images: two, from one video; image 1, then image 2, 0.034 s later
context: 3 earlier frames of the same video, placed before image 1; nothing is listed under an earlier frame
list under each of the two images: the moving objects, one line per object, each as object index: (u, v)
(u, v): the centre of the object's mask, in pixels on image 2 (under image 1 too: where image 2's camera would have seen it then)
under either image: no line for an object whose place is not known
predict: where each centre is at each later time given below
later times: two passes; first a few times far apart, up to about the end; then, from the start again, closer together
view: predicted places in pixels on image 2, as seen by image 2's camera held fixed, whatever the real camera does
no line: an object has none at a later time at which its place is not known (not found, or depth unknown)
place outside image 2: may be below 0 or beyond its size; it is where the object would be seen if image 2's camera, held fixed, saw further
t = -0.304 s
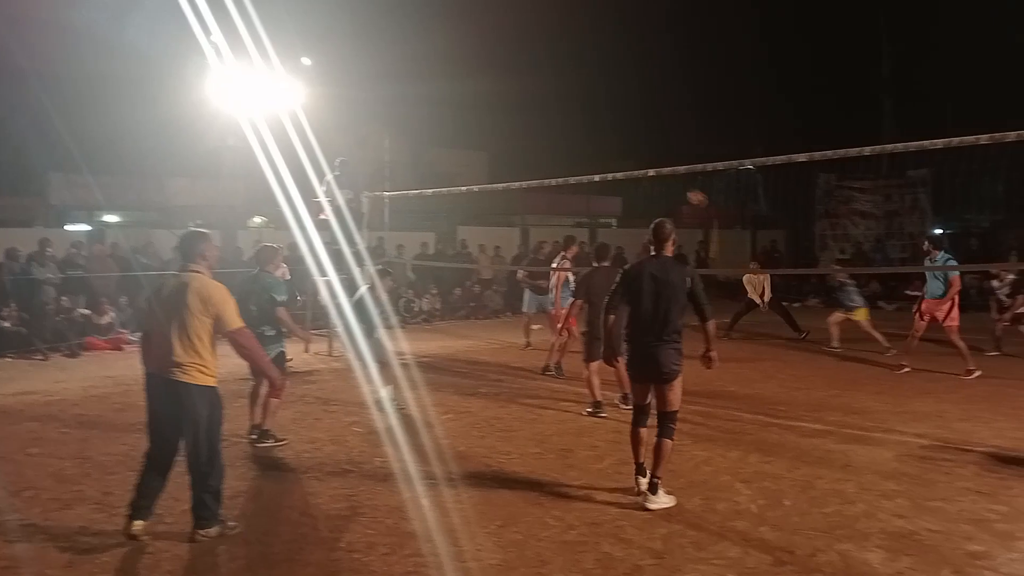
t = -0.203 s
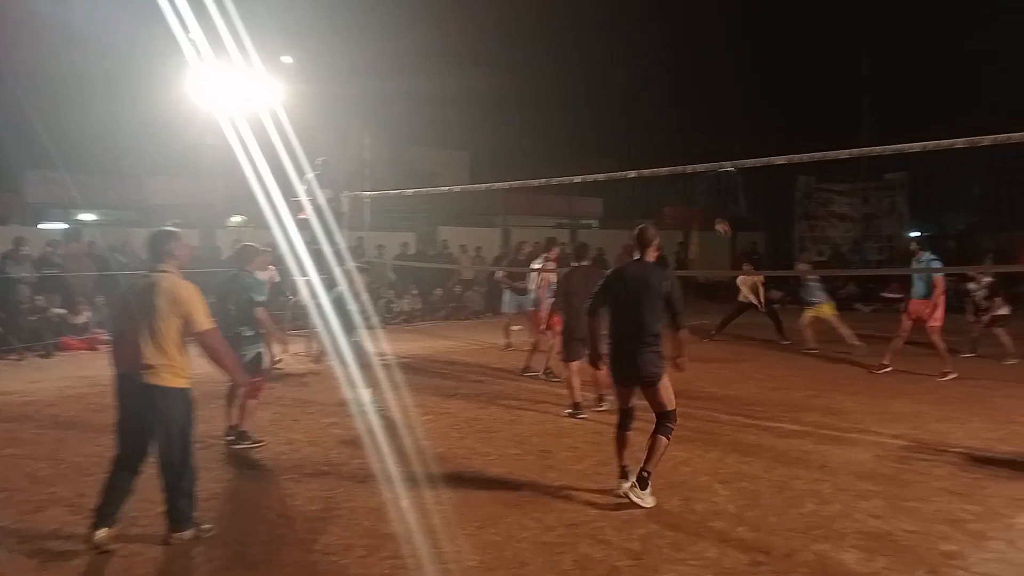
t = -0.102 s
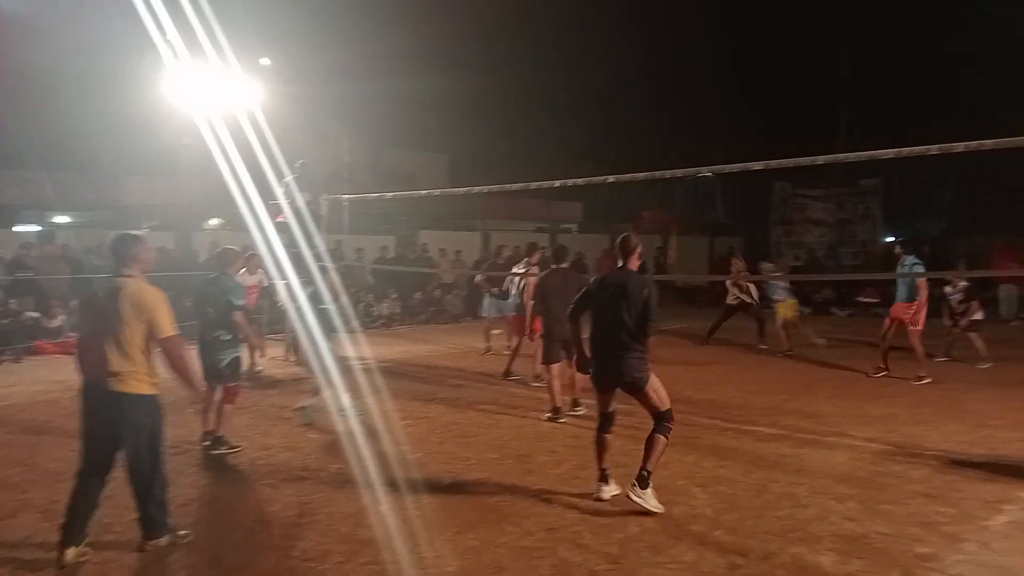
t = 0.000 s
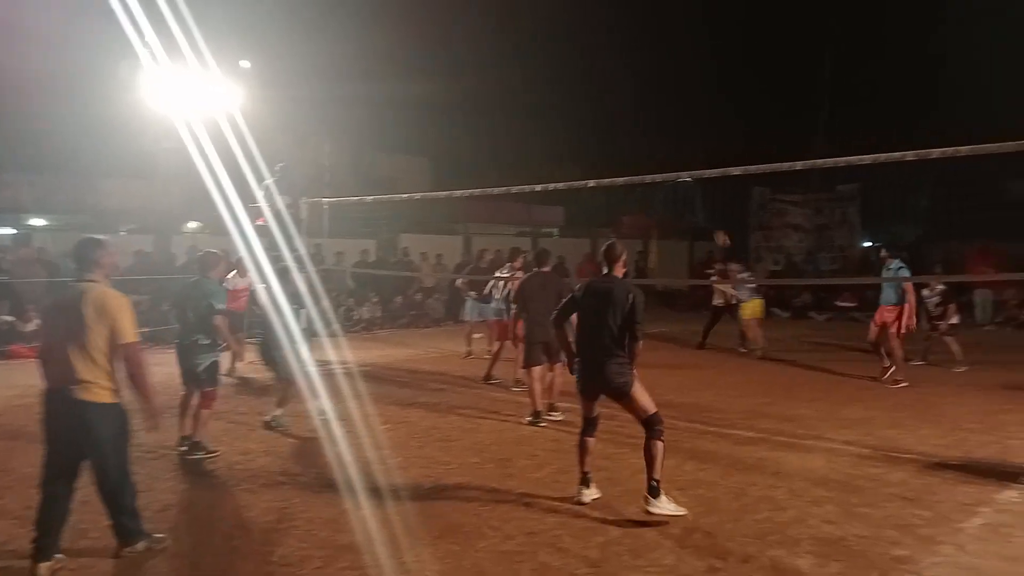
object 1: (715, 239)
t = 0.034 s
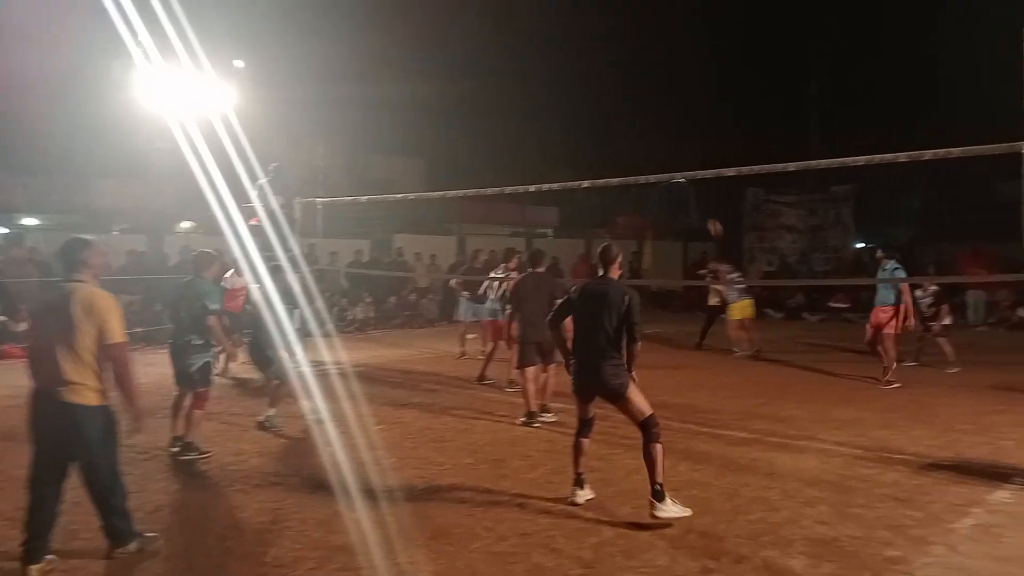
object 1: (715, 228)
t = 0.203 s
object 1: (711, 168)
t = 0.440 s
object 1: (707, 115)
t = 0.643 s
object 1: (704, 92)
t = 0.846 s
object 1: (701, 98)
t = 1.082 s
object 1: (695, 147)
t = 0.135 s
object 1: (712, 191)
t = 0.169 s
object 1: (712, 182)
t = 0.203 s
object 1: (711, 168)
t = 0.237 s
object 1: (711, 161)
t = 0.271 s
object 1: (710, 152)
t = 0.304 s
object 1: (709, 143)
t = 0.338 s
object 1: (709, 135)
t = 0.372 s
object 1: (709, 128)
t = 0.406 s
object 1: (708, 121)
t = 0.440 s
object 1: (707, 115)
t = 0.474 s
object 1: (707, 109)
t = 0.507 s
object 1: (707, 104)
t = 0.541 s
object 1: (706, 100)
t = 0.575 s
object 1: (706, 97)
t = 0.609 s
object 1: (705, 94)
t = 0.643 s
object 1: (704, 92)
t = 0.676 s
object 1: (703, 90)
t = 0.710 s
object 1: (703, 91)
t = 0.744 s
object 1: (702, 92)
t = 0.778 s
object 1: (702, 93)
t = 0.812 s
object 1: (701, 95)
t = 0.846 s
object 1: (701, 98)
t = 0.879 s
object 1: (700, 102)
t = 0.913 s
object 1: (699, 107)
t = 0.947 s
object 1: (698, 113)
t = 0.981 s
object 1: (697, 120)
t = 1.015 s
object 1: (697, 128)
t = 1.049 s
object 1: (696, 137)
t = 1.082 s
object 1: (695, 147)
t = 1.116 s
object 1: (694, 159)
